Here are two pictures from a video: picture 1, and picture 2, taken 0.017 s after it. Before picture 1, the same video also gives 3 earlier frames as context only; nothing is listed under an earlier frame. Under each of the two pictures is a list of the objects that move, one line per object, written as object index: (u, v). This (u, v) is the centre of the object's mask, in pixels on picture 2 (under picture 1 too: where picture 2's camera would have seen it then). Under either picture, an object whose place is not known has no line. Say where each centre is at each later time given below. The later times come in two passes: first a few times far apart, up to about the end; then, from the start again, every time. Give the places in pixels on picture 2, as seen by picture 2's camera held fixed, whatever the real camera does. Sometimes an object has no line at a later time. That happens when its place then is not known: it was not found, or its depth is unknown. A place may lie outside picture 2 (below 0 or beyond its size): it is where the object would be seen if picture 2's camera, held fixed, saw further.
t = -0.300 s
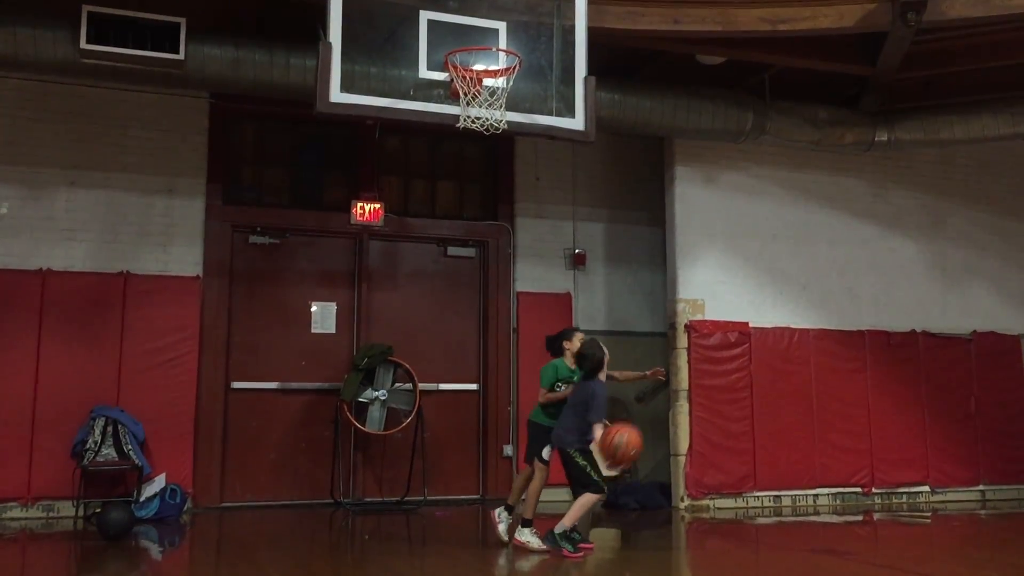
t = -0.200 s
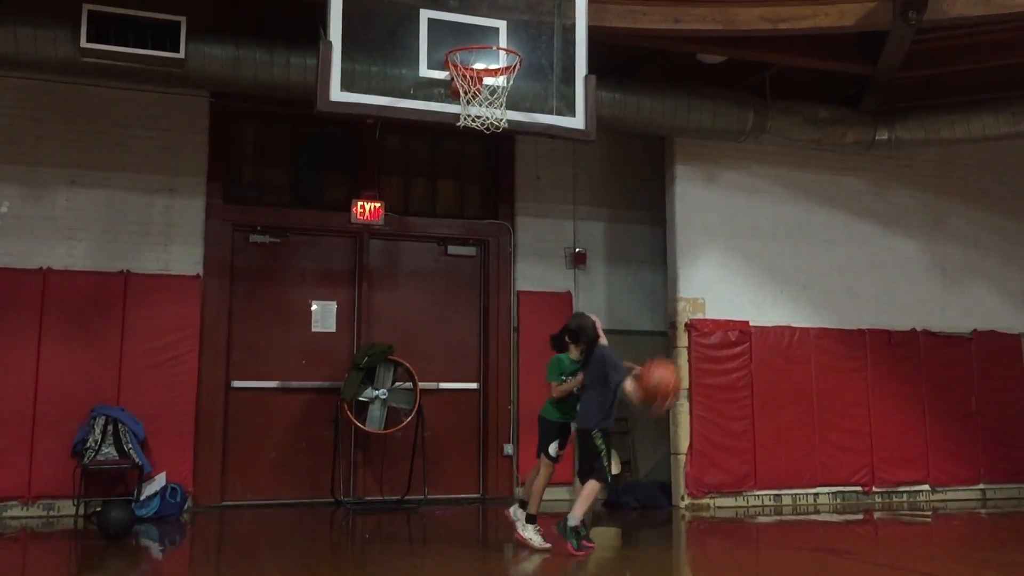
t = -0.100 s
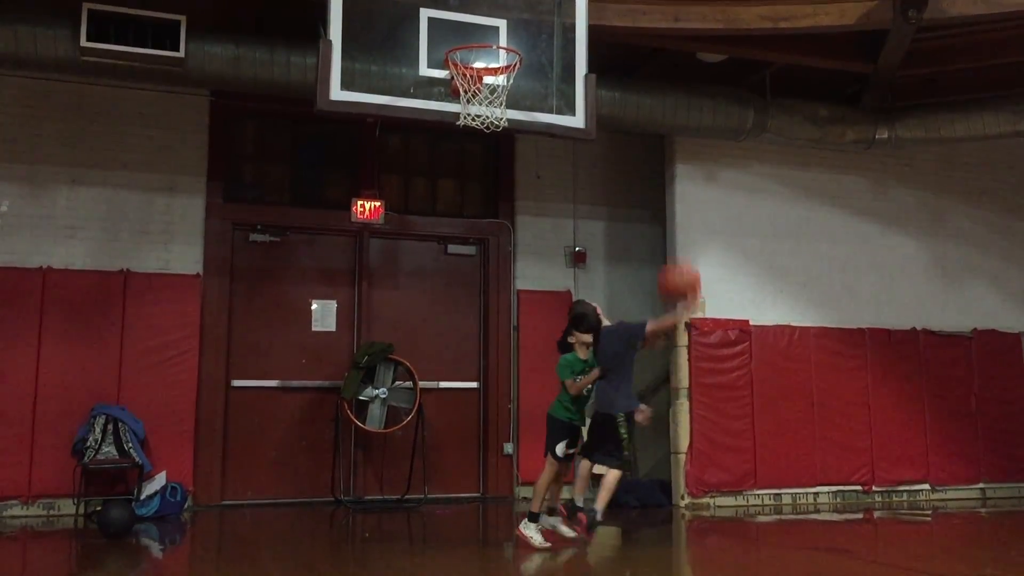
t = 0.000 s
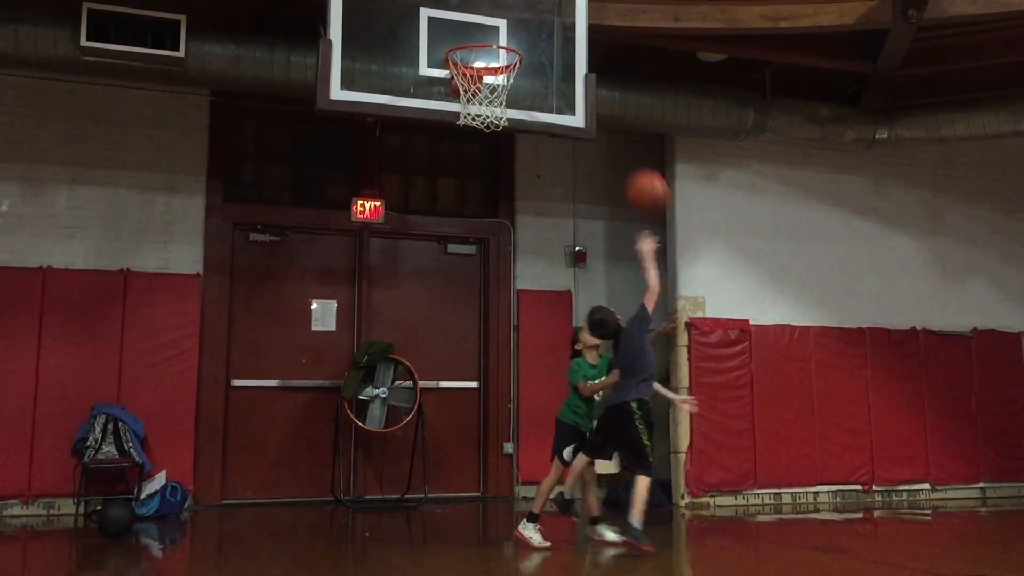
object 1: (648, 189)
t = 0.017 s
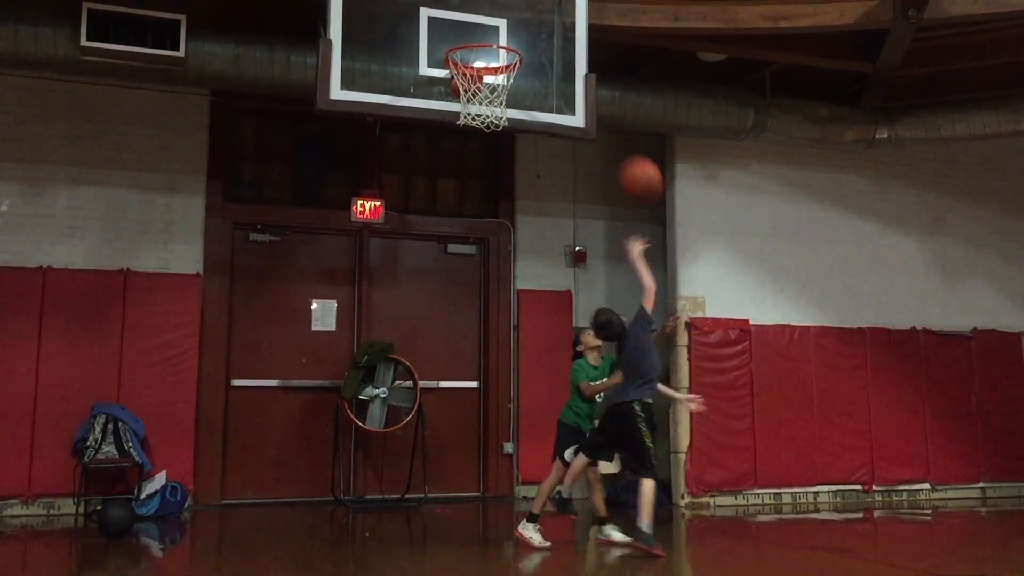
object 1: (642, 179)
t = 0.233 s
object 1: (560, 67)
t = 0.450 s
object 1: (579, 47)
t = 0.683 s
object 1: (654, 109)
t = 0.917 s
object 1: (734, 264)
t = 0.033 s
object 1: (635, 165)
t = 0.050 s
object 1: (629, 156)
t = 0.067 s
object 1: (622, 144)
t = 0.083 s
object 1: (616, 135)
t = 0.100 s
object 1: (609, 124)
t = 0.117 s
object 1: (603, 117)
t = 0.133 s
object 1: (597, 108)
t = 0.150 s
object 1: (591, 99)
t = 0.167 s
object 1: (585, 92)
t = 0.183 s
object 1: (579, 85)
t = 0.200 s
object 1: (572, 78)
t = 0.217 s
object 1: (566, 72)
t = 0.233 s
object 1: (560, 67)
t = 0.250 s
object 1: (555, 62)
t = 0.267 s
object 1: (549, 57)
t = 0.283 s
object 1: (543, 53)
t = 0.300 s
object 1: (538, 50)
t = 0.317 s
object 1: (537, 48)
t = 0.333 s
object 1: (542, 46)
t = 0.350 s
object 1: (547, 45)
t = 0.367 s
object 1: (553, 44)
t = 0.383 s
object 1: (558, 44)
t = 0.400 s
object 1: (562, 44)
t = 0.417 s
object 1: (568, 44)
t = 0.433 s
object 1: (575, 45)
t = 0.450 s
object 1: (579, 47)
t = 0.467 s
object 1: (585, 49)
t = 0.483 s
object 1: (590, 51)
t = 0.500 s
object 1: (596, 54)
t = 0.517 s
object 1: (601, 56)
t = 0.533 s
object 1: (606, 59)
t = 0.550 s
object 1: (610, 63)
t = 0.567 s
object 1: (616, 67)
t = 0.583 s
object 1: (622, 72)
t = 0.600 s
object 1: (627, 77)
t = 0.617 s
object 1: (632, 82)
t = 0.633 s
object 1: (638, 89)
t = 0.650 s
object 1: (643, 95)
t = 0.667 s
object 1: (649, 102)
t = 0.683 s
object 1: (654, 109)
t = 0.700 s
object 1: (660, 118)
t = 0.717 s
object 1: (664, 126)
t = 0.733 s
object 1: (670, 135)
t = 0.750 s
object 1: (676, 144)
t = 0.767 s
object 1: (681, 154)
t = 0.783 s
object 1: (687, 163)
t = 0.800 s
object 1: (692, 175)
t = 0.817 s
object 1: (699, 187)
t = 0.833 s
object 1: (705, 199)
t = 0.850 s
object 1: (710, 211)
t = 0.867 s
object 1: (716, 223)
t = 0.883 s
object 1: (722, 236)
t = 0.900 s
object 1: (728, 250)
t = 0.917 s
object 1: (734, 264)
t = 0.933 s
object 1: (740, 279)
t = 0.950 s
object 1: (746, 294)
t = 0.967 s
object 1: (752, 310)
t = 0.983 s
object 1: (760, 328)
